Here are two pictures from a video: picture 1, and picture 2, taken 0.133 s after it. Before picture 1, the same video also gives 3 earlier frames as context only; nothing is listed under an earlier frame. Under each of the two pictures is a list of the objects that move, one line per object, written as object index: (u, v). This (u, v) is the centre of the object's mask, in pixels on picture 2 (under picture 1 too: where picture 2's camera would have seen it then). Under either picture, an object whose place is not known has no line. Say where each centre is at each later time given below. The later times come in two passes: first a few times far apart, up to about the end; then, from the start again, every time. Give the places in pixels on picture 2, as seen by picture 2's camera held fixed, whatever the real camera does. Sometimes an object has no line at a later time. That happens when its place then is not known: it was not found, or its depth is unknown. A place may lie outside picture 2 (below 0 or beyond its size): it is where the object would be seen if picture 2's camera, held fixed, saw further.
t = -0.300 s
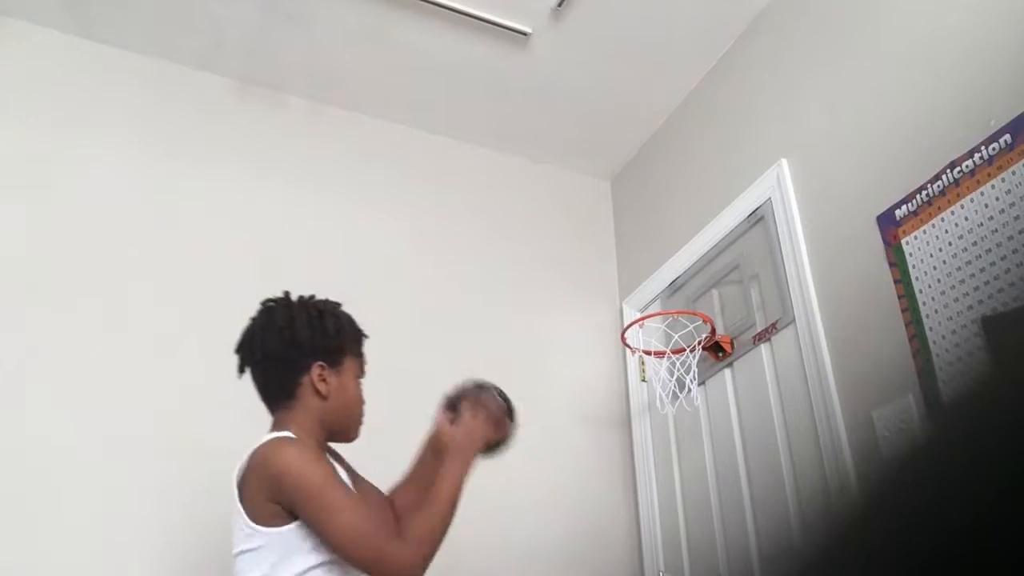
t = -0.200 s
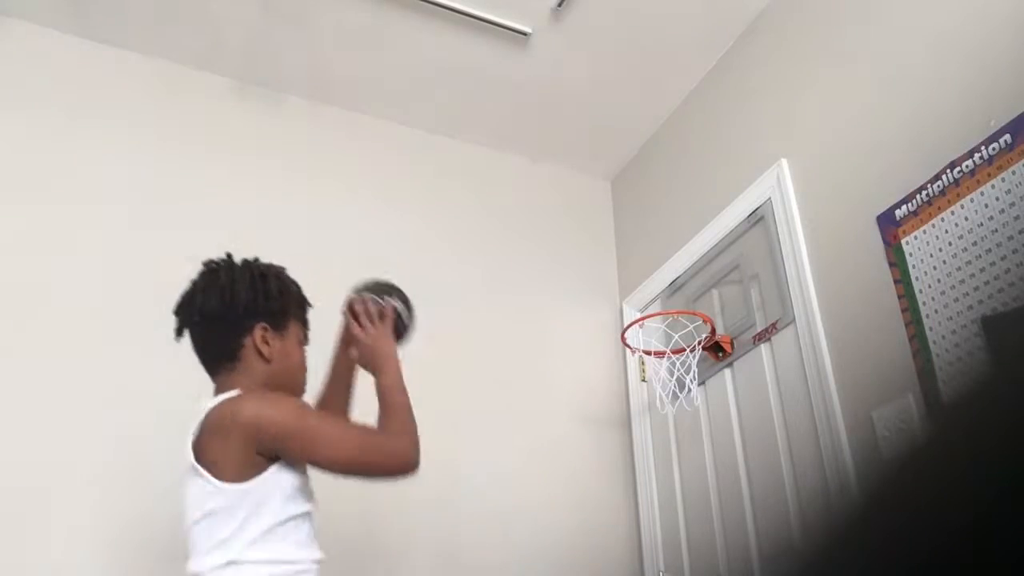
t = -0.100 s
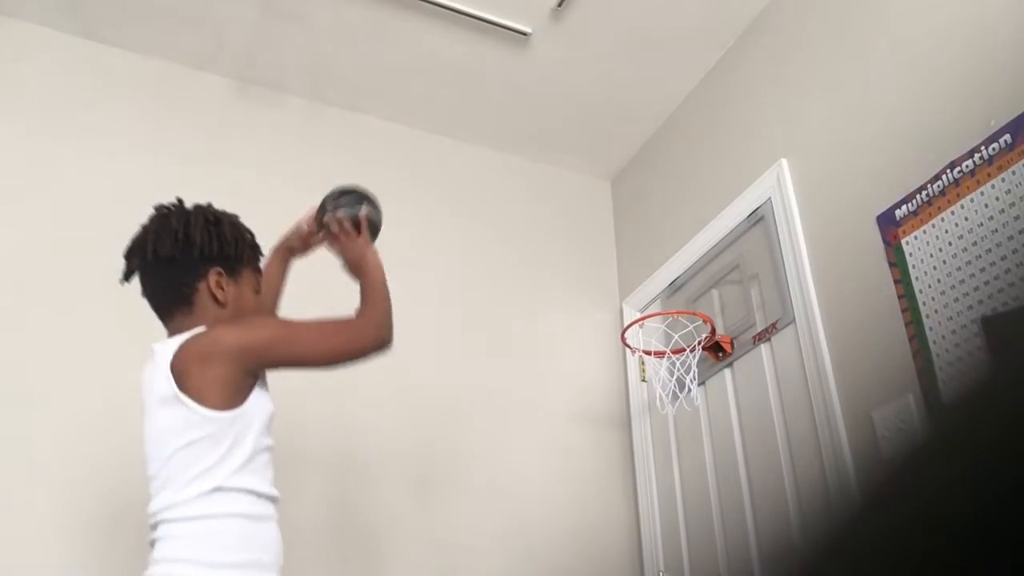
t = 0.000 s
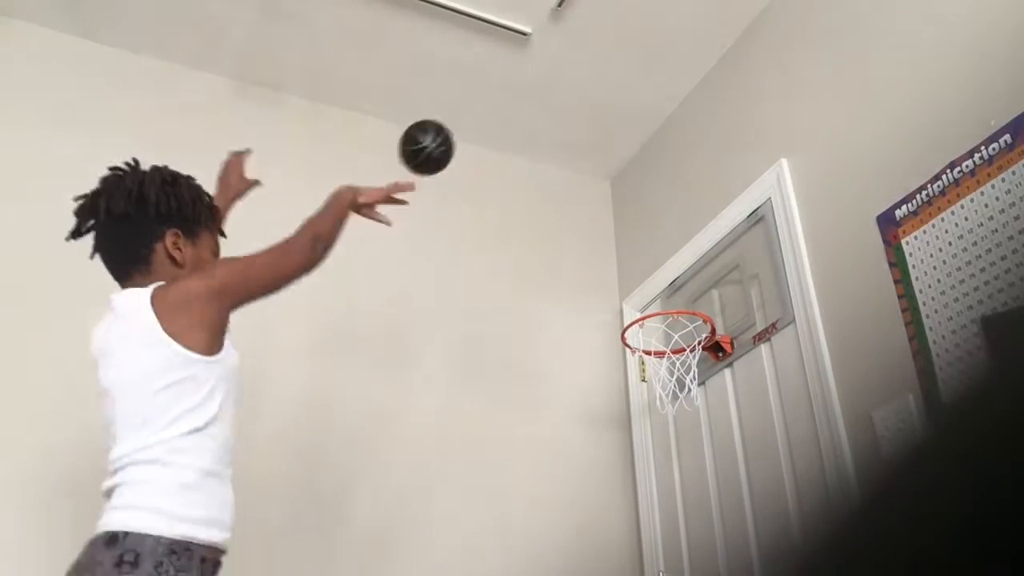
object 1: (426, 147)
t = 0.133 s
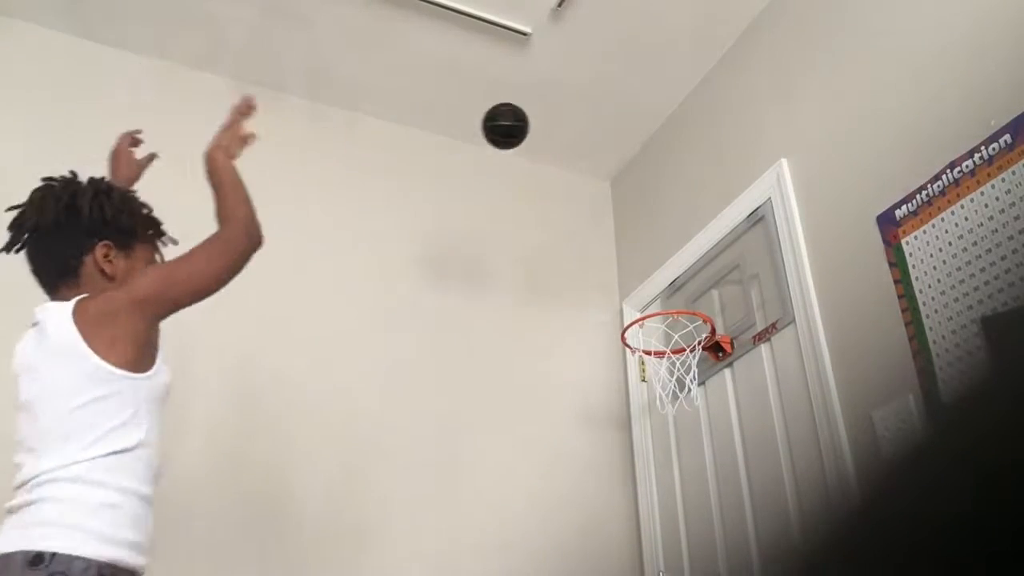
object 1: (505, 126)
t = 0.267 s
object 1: (564, 153)
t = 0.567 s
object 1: (661, 332)
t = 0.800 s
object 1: (595, 545)
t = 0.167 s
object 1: (521, 129)
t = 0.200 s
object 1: (536, 135)
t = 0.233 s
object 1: (550, 143)
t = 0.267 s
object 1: (564, 153)
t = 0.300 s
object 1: (577, 166)
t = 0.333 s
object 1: (590, 181)
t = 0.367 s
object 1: (603, 197)
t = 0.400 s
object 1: (615, 216)
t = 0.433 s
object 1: (627, 237)
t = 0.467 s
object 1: (639, 259)
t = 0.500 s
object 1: (651, 284)
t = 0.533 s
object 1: (663, 311)
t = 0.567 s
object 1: (661, 332)
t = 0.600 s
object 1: (650, 349)
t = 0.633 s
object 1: (639, 374)
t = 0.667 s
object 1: (632, 400)
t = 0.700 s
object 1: (622, 430)
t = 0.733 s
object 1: (614, 465)
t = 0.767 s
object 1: (605, 503)
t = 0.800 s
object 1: (595, 545)
